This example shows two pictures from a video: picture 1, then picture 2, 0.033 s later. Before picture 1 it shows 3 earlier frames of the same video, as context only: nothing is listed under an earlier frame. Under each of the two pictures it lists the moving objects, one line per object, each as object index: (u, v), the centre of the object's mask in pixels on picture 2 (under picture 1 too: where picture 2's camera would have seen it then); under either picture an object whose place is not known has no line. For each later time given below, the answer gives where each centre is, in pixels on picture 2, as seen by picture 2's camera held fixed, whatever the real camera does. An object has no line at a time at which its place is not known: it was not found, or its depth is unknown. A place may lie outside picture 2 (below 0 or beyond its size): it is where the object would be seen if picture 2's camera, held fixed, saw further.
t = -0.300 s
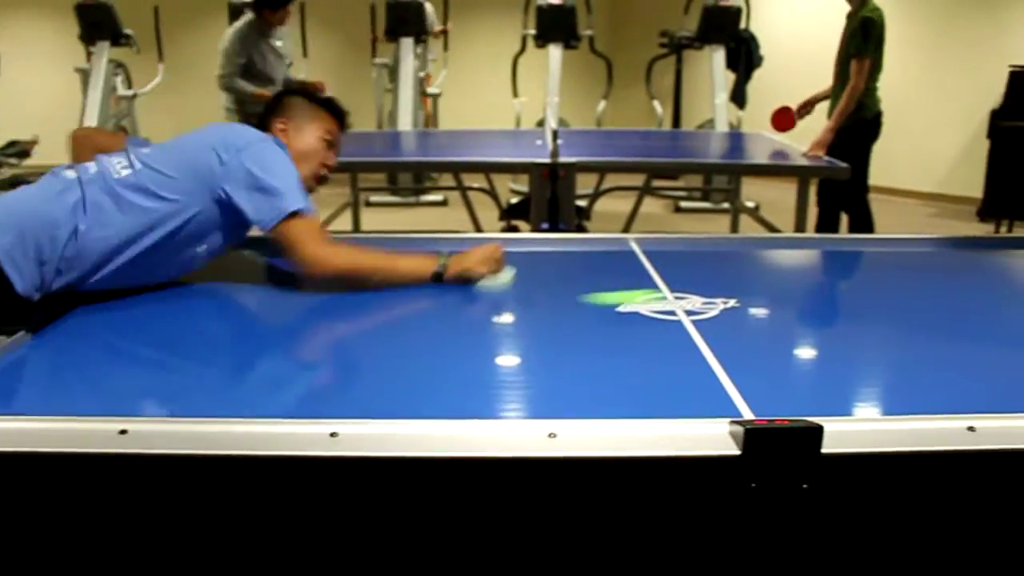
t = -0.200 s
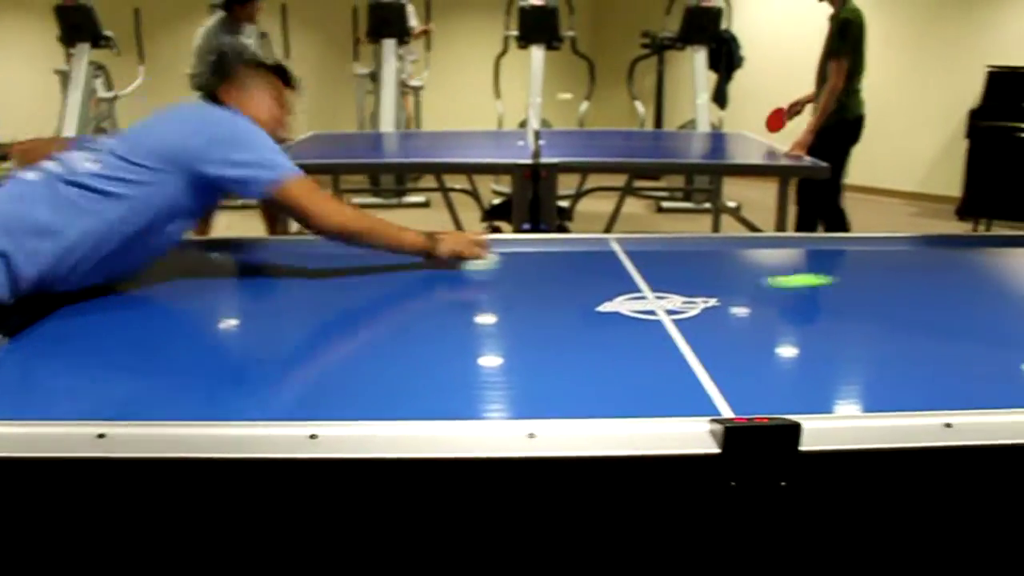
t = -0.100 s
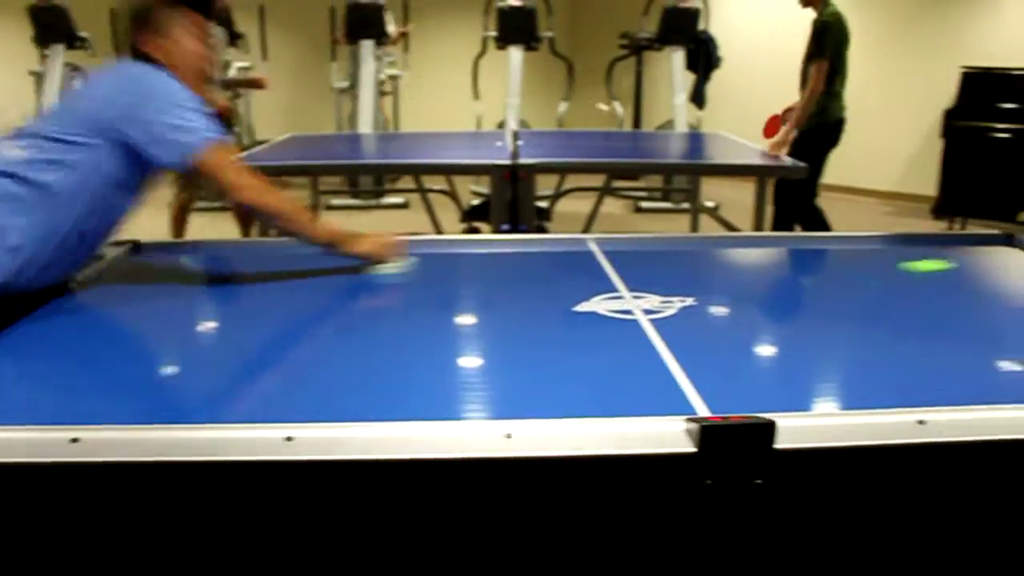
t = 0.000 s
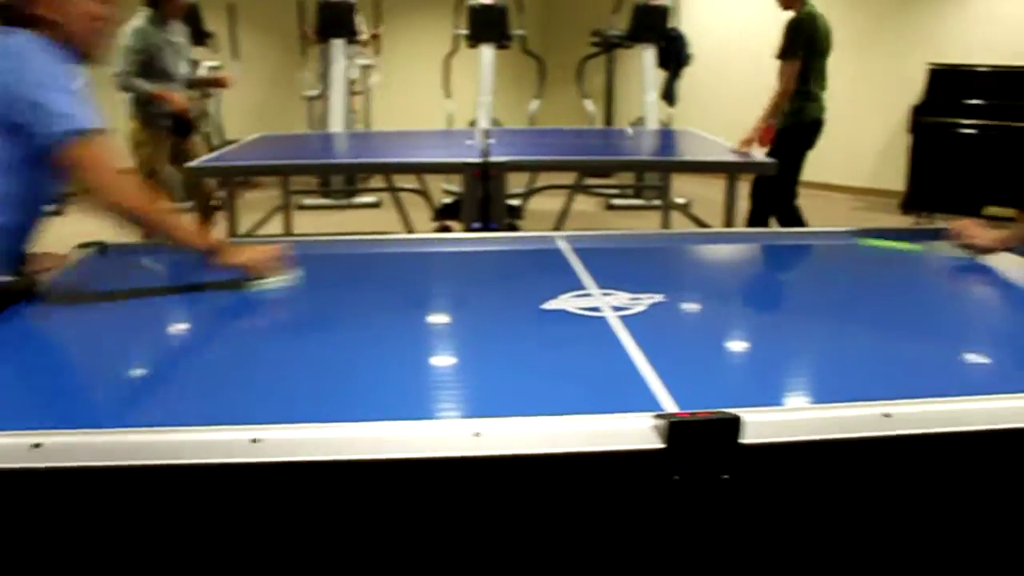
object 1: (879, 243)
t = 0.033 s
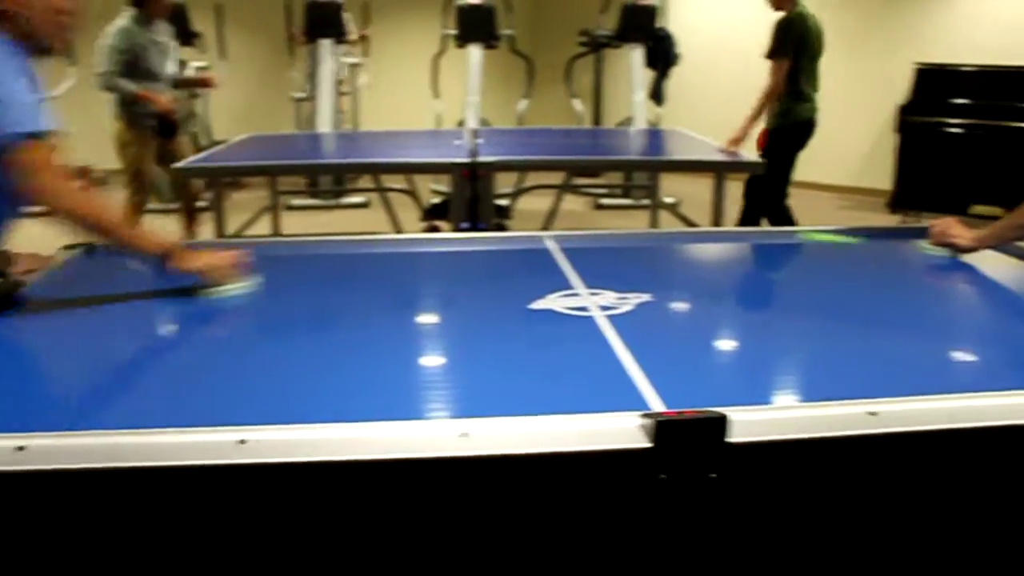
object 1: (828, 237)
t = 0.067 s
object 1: (800, 240)
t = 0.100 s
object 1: (777, 246)
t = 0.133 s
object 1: (753, 253)
